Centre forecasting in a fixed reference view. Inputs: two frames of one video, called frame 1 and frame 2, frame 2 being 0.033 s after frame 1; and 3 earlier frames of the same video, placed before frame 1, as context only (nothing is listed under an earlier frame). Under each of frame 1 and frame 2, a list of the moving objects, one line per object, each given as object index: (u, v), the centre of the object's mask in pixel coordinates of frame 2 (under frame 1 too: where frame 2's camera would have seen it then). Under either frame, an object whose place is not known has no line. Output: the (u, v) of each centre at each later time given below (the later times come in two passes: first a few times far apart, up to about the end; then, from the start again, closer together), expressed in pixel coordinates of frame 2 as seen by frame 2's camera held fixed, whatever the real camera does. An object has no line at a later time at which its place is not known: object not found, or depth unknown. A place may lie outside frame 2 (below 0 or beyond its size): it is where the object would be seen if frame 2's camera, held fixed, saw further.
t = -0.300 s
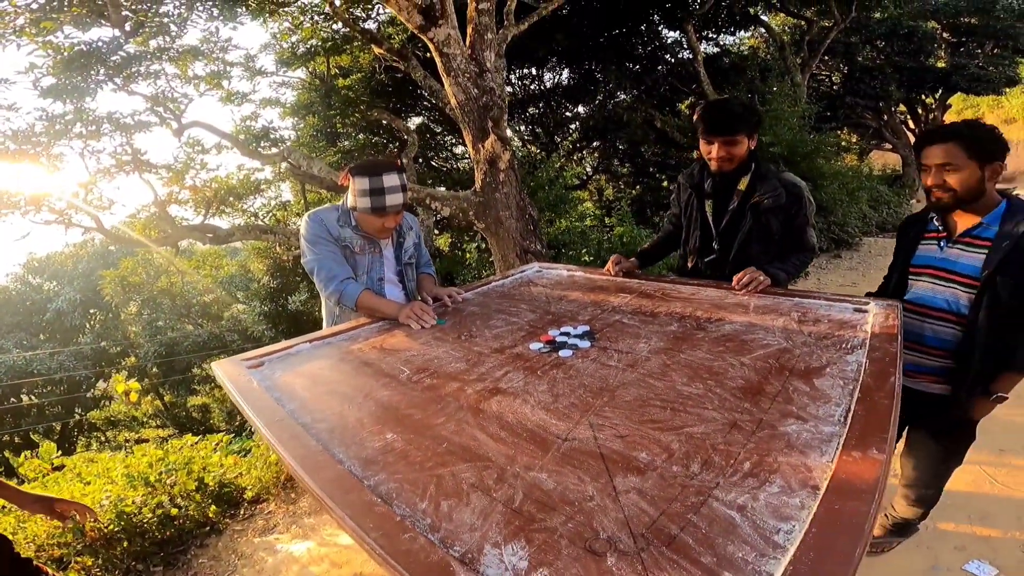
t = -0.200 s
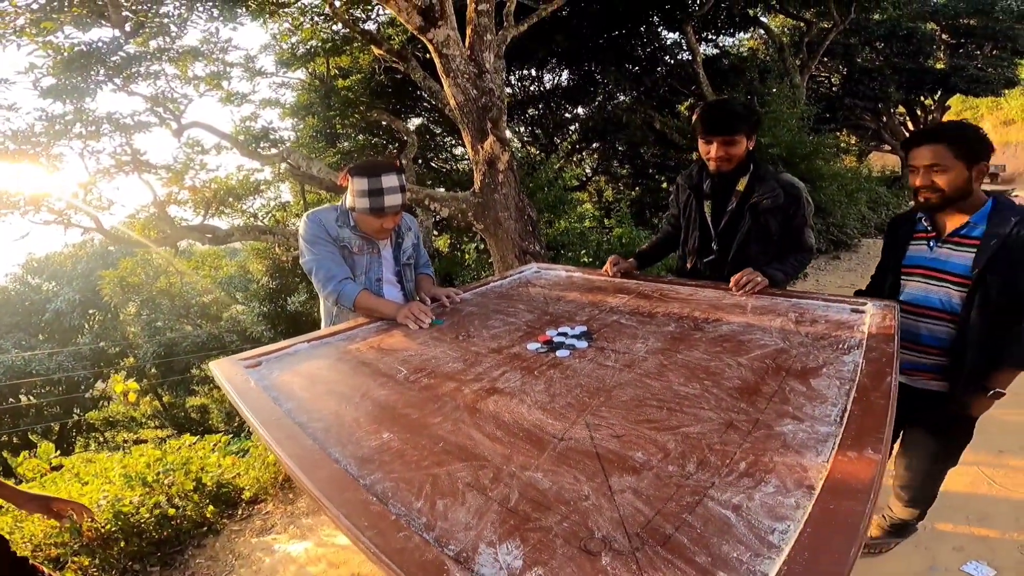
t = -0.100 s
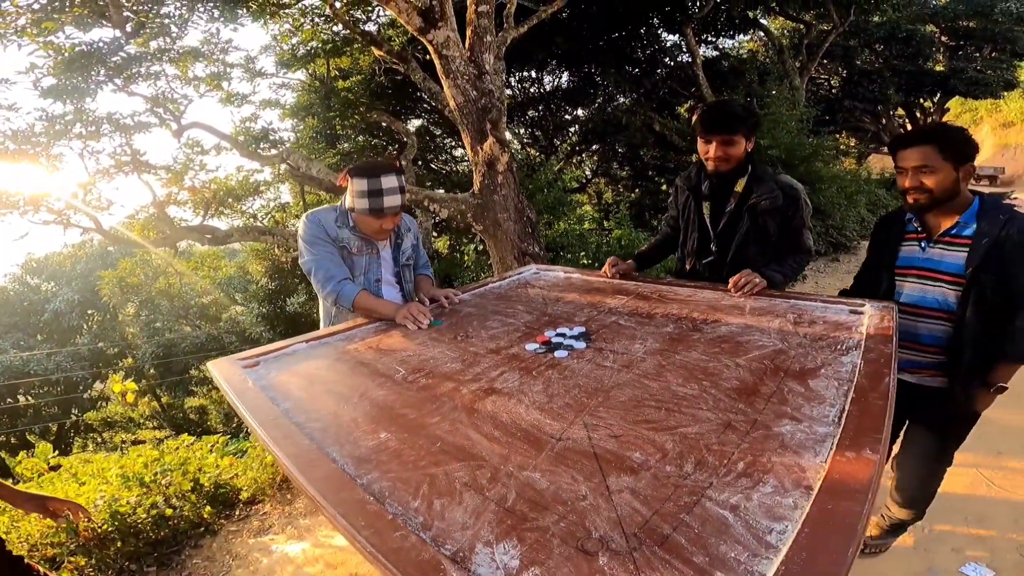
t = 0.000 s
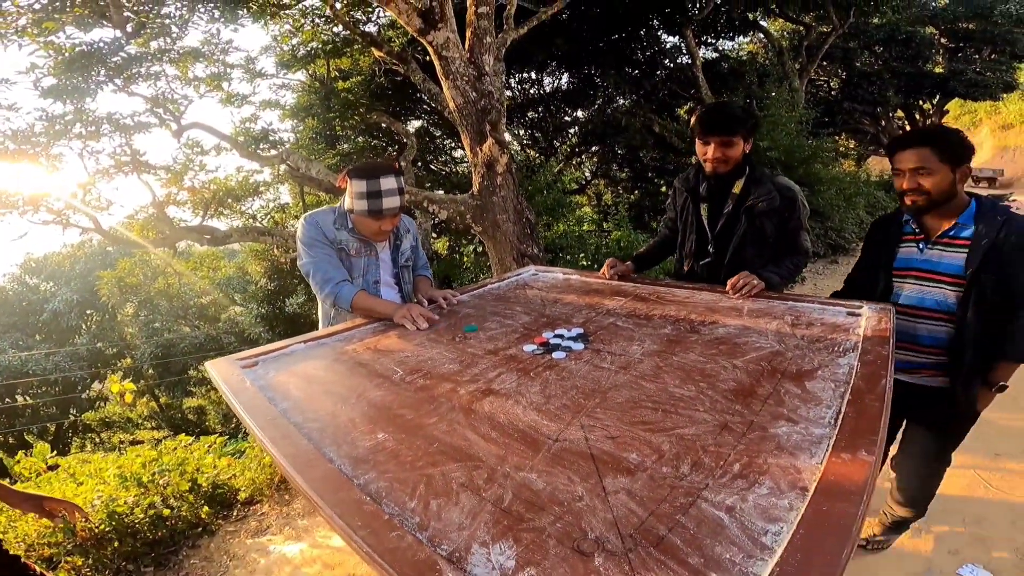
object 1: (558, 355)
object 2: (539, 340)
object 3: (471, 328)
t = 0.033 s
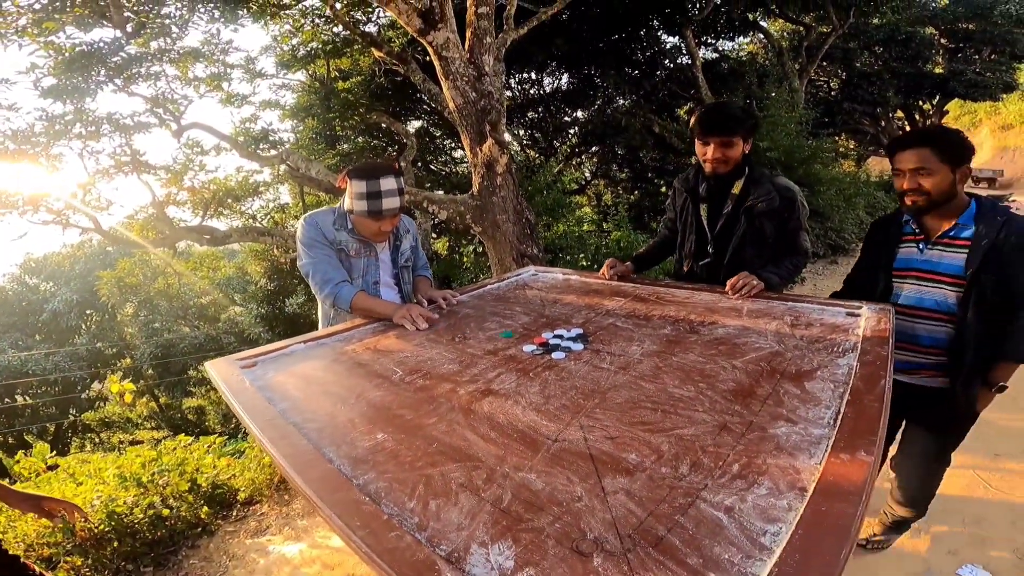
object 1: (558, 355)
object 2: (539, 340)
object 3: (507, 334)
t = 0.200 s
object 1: (540, 402)
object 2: (559, 356)
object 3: (591, 340)
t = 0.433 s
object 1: (511, 476)
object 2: (565, 377)
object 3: (632, 344)
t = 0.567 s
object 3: (637, 345)
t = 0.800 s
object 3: (637, 346)
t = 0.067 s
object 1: (556, 361)
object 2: (552, 340)
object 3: (544, 335)
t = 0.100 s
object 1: (554, 367)
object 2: (553, 341)
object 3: (553, 333)
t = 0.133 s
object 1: (549, 377)
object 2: (555, 347)
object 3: (567, 335)
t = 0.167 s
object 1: (545, 389)
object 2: (557, 351)
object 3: (580, 338)
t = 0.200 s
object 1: (540, 402)
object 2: (559, 356)
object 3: (591, 340)
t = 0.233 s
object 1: (538, 407)
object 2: (559, 358)
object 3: (597, 340)
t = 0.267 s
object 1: (533, 421)
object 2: (560, 362)
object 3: (608, 341)
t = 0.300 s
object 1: (528, 434)
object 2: (562, 367)
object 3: (616, 342)
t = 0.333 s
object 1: (525, 441)
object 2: (562, 368)
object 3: (619, 342)
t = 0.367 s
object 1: (520, 455)
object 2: (564, 373)
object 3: (626, 344)
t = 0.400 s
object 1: (514, 469)
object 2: (565, 376)
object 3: (630, 344)
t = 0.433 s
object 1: (511, 476)
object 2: (565, 377)
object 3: (632, 344)
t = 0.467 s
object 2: (566, 381)
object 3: (635, 345)
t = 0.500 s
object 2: (567, 383)
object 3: (637, 345)
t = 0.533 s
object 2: (567, 384)
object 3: (637, 345)
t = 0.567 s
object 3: (637, 345)
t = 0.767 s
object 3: (637, 346)
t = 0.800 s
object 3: (637, 346)
